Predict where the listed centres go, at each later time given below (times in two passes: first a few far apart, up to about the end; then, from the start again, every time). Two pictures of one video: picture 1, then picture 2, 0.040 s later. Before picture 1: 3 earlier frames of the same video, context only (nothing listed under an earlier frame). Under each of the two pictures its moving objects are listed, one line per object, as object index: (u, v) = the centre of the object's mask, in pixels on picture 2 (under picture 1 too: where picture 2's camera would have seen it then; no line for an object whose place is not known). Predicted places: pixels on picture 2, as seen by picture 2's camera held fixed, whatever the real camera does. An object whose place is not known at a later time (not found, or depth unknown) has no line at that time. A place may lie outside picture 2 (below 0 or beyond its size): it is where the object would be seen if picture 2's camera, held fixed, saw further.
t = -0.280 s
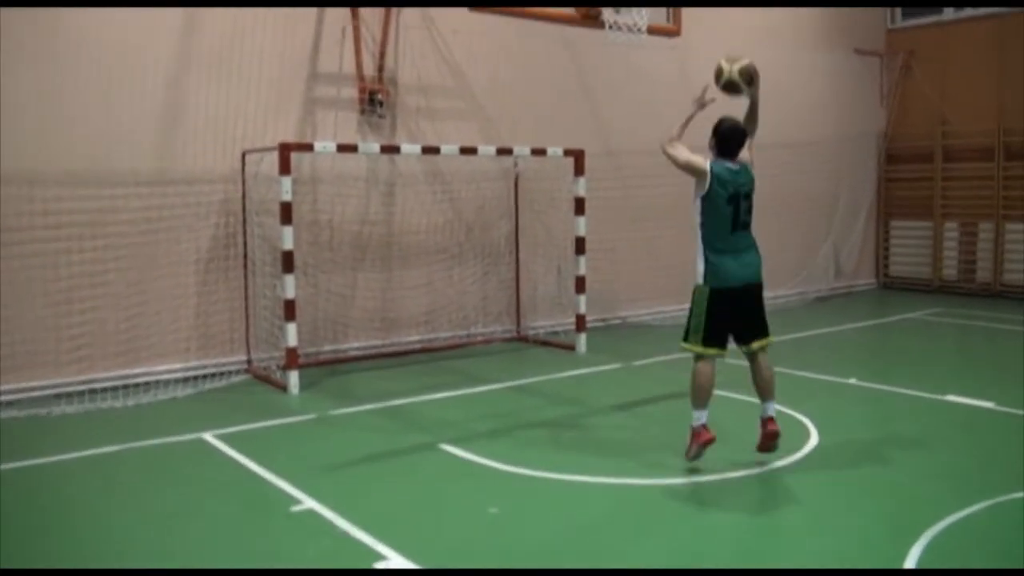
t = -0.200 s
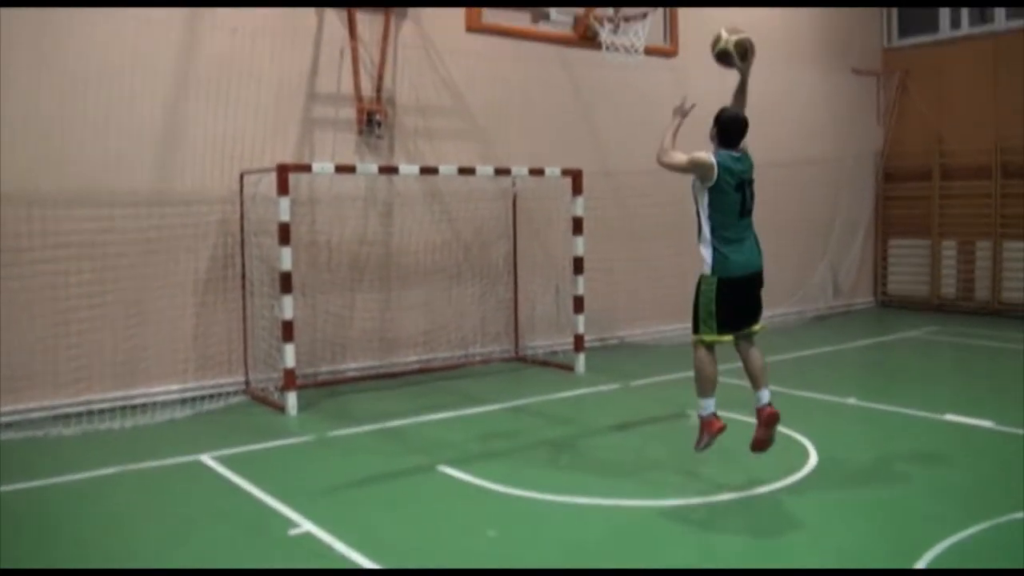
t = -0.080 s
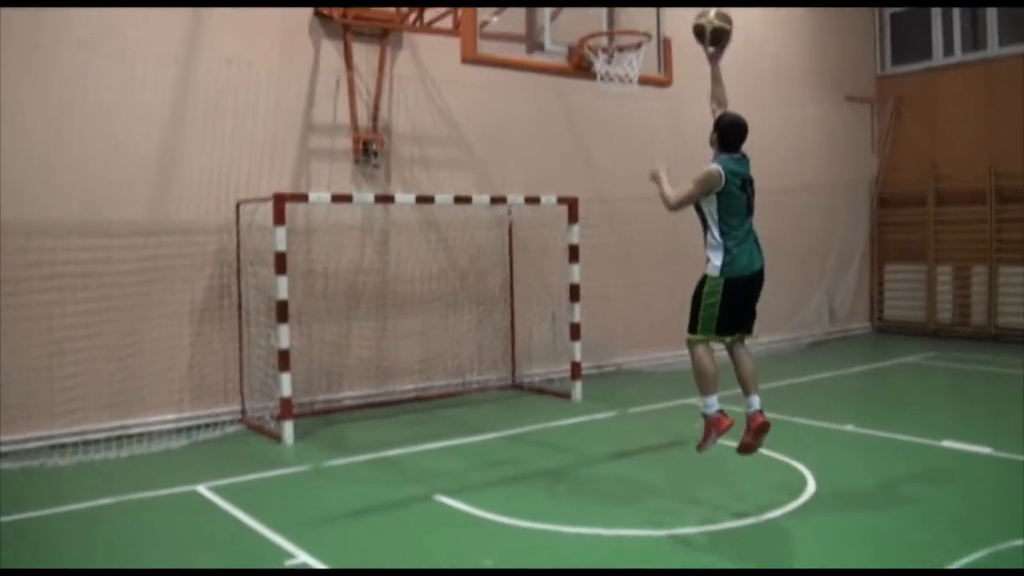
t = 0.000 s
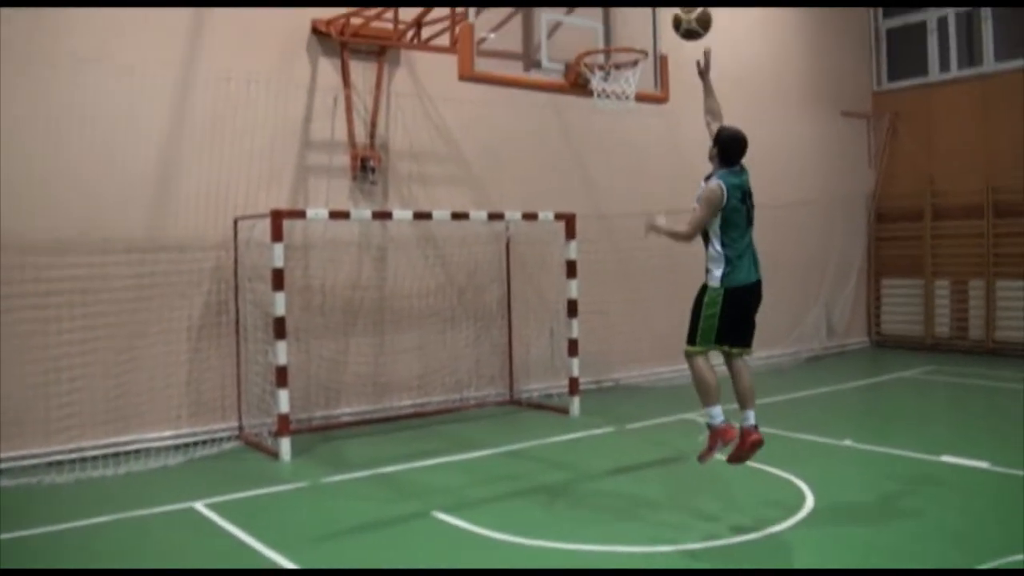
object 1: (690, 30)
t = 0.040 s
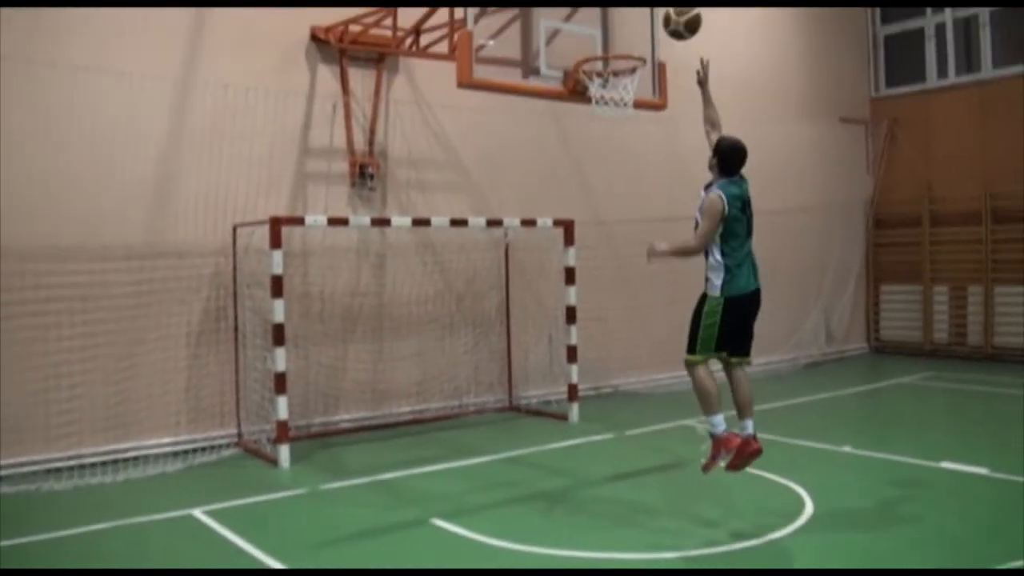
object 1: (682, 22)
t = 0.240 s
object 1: (645, 22)
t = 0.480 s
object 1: (628, 34)
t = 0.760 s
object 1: (608, 72)
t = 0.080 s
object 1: (674, 17)
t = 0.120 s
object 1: (666, 14)
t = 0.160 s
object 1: (659, 15)
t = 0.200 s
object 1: (652, 17)
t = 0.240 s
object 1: (645, 22)
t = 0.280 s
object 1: (639, 29)
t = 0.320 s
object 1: (633, 38)
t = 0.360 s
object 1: (631, 35)
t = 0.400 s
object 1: (630, 32)
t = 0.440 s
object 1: (629, 32)
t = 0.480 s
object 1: (628, 34)
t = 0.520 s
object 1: (627, 39)
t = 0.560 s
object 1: (627, 42)
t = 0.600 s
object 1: (624, 41)
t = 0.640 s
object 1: (620, 46)
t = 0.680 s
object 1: (617, 51)
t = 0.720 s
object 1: (617, 58)
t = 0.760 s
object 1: (608, 72)
